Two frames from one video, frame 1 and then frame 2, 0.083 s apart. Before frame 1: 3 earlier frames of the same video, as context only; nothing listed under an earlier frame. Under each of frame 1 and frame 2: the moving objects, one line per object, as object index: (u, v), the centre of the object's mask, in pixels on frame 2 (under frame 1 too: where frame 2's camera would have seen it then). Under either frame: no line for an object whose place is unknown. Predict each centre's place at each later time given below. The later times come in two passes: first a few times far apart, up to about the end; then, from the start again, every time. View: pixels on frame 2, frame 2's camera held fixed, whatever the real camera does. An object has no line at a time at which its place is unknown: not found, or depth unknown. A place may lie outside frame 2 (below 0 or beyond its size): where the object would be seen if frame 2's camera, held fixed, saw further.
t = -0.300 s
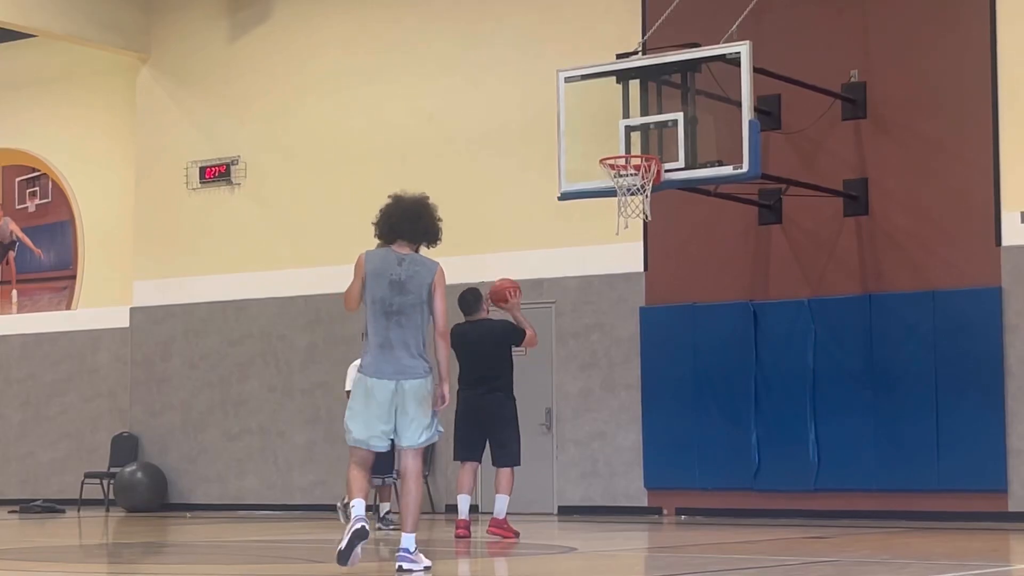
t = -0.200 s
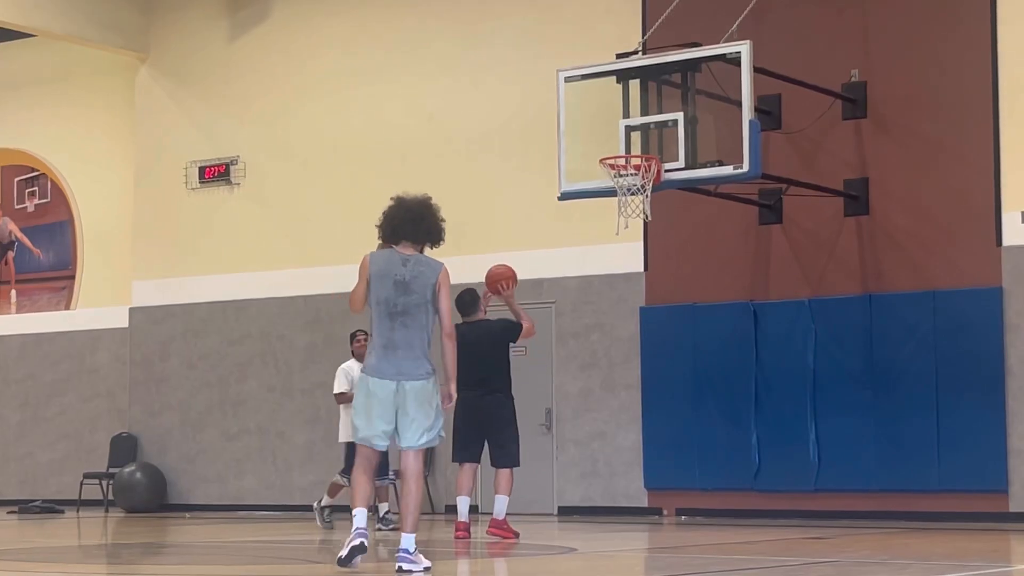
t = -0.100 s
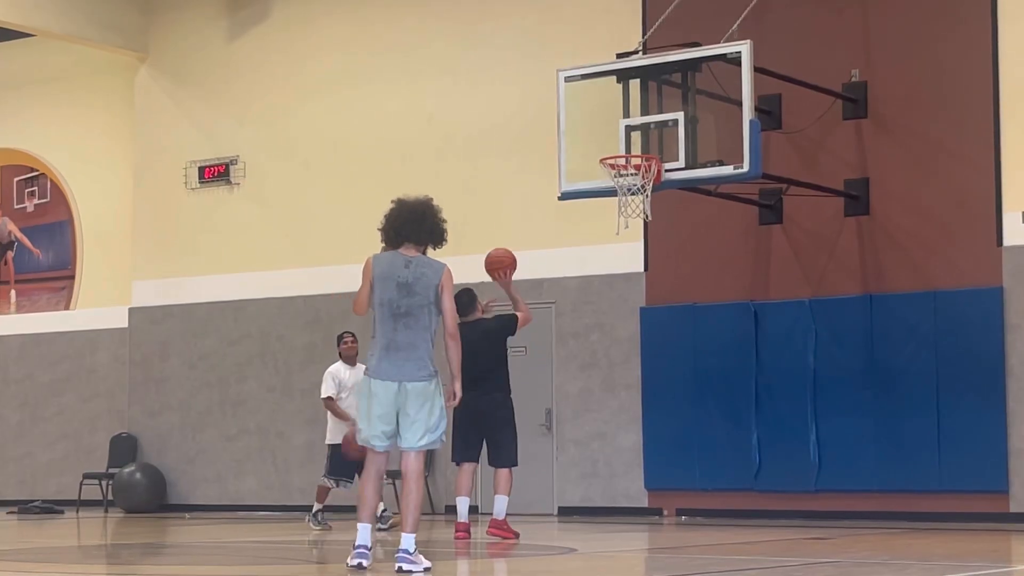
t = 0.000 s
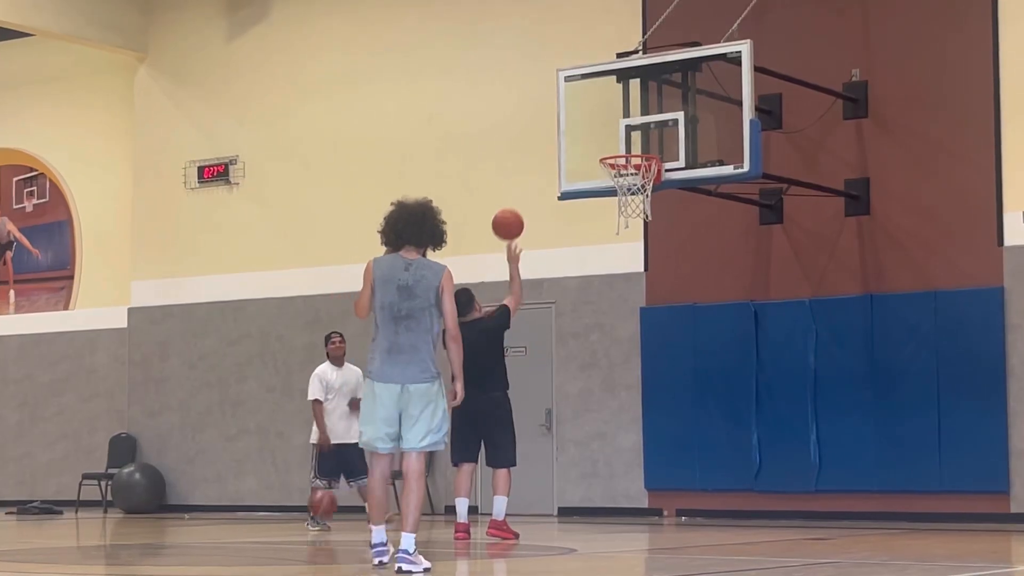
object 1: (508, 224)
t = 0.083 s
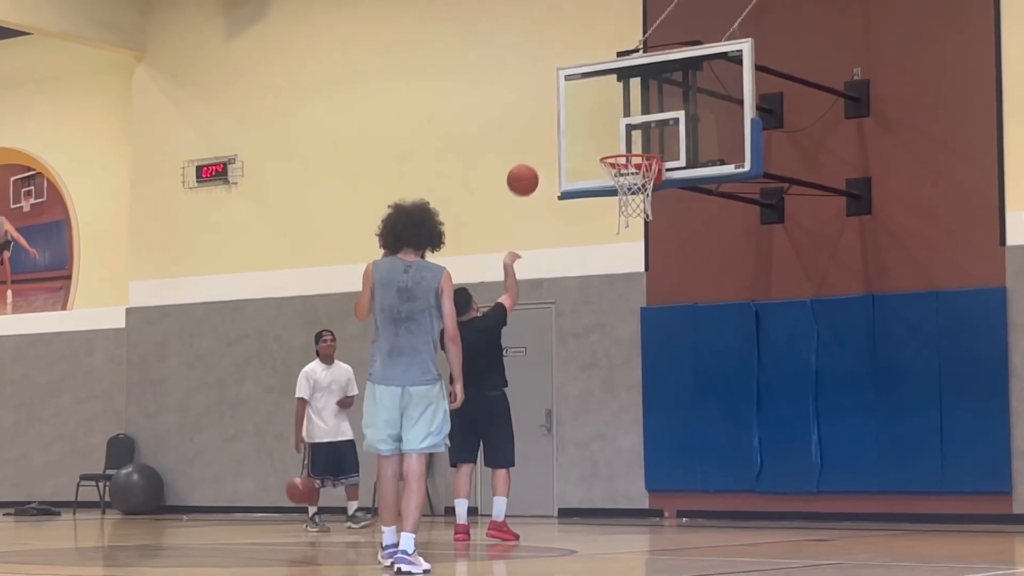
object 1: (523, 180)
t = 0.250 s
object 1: (551, 121)
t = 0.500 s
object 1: (592, 101)
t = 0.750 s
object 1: (629, 149)
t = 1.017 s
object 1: (648, 237)
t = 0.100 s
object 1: (526, 172)
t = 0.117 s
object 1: (529, 165)
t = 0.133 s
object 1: (531, 158)
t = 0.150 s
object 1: (534, 152)
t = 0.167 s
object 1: (537, 146)
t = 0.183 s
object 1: (540, 140)
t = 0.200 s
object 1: (543, 135)
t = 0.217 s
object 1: (546, 130)
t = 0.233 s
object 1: (548, 125)
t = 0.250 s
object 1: (551, 121)
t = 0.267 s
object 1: (554, 117)
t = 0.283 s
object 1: (557, 114)
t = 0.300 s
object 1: (559, 111)
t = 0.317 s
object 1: (562, 108)
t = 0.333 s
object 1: (565, 106)
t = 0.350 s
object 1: (568, 104)
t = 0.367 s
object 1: (570, 102)
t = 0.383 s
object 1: (573, 101)
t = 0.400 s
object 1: (576, 100)
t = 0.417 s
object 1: (579, 99)
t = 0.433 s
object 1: (581, 99)
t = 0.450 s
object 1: (584, 99)
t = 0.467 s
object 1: (586, 99)
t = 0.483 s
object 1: (589, 100)
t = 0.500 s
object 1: (592, 101)
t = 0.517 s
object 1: (594, 103)
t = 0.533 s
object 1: (597, 104)
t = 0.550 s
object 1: (600, 107)
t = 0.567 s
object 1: (602, 109)
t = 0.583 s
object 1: (605, 111)
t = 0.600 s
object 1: (607, 115)
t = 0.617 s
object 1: (609, 118)
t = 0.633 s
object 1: (612, 122)
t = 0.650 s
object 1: (615, 126)
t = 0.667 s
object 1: (617, 130)
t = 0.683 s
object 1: (620, 134)
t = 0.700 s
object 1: (622, 140)
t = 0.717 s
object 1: (625, 143)
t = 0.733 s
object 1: (628, 146)
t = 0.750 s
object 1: (629, 149)
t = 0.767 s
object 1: (632, 160)
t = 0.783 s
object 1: (634, 169)
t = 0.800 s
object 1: (635, 171)
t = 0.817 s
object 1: (639, 172)
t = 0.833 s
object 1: (638, 195)
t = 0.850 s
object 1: (639, 194)
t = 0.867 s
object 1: (639, 199)
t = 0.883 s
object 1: (639, 203)
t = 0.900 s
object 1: (641, 205)
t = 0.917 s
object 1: (643, 211)
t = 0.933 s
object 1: (645, 212)
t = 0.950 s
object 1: (646, 215)
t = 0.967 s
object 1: (646, 220)
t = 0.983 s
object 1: (646, 226)
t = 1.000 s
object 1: (647, 232)
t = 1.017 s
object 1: (648, 237)
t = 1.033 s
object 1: (648, 244)
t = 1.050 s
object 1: (649, 250)
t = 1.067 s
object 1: (650, 256)
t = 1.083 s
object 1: (650, 263)
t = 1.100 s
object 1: (652, 272)
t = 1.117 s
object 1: (652, 279)
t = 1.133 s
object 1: (652, 288)
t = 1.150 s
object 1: (653, 296)
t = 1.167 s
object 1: (653, 304)
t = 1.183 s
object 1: (654, 313)
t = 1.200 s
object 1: (655, 322)
